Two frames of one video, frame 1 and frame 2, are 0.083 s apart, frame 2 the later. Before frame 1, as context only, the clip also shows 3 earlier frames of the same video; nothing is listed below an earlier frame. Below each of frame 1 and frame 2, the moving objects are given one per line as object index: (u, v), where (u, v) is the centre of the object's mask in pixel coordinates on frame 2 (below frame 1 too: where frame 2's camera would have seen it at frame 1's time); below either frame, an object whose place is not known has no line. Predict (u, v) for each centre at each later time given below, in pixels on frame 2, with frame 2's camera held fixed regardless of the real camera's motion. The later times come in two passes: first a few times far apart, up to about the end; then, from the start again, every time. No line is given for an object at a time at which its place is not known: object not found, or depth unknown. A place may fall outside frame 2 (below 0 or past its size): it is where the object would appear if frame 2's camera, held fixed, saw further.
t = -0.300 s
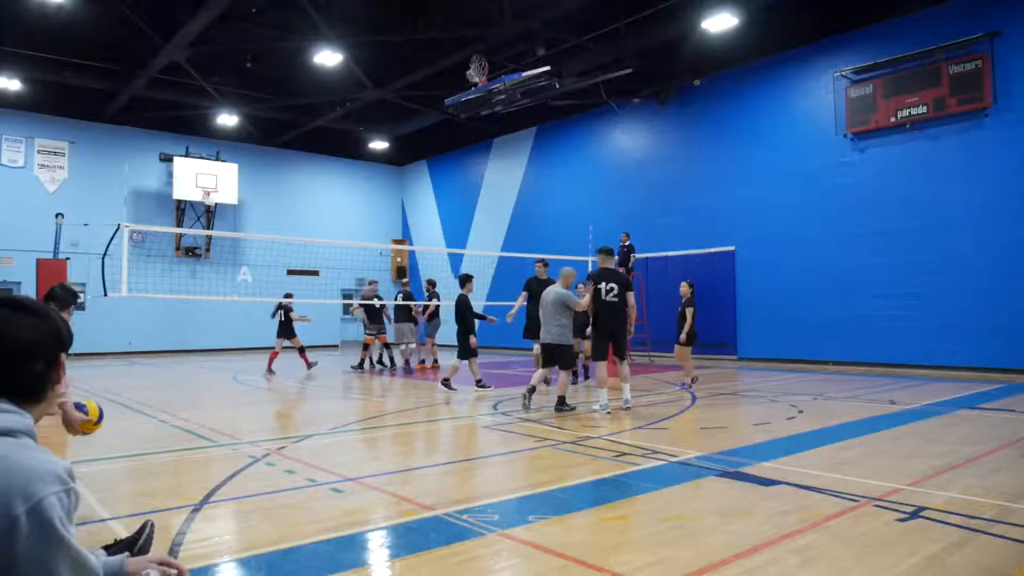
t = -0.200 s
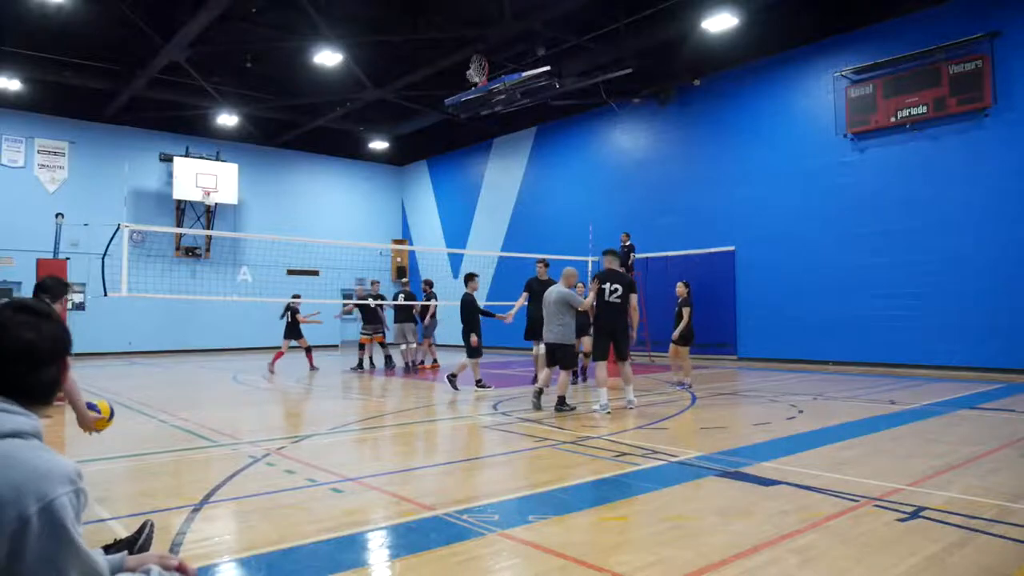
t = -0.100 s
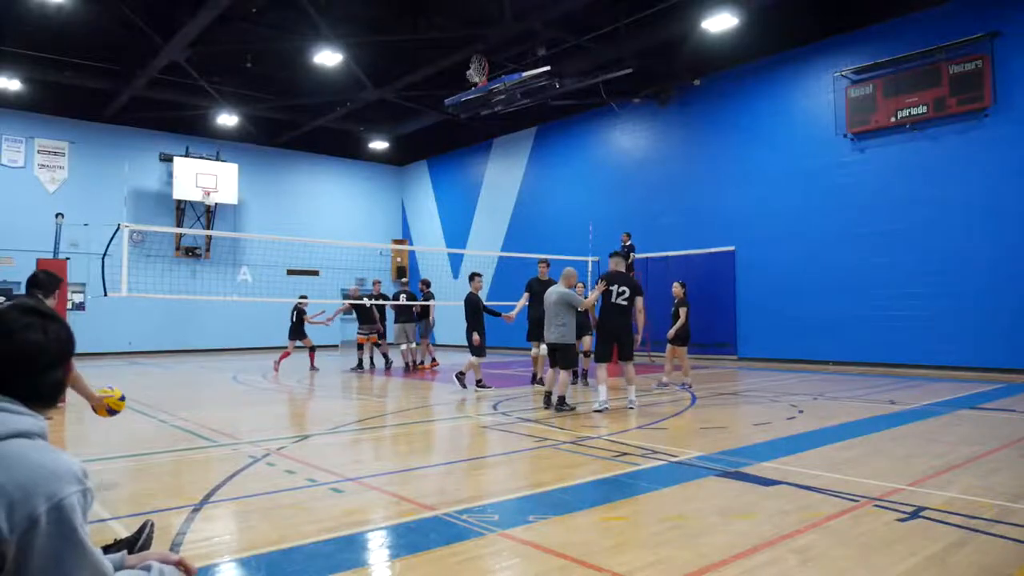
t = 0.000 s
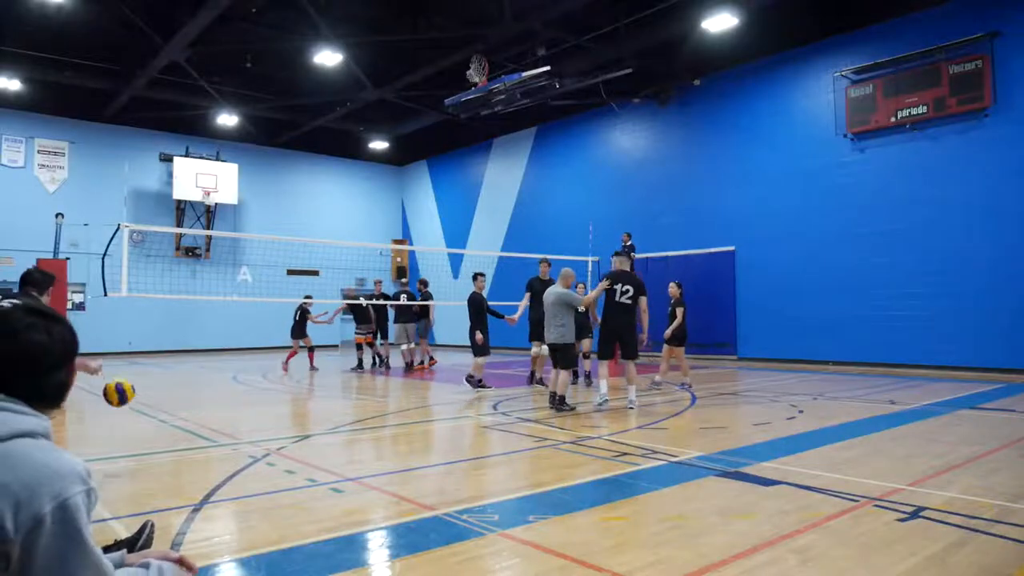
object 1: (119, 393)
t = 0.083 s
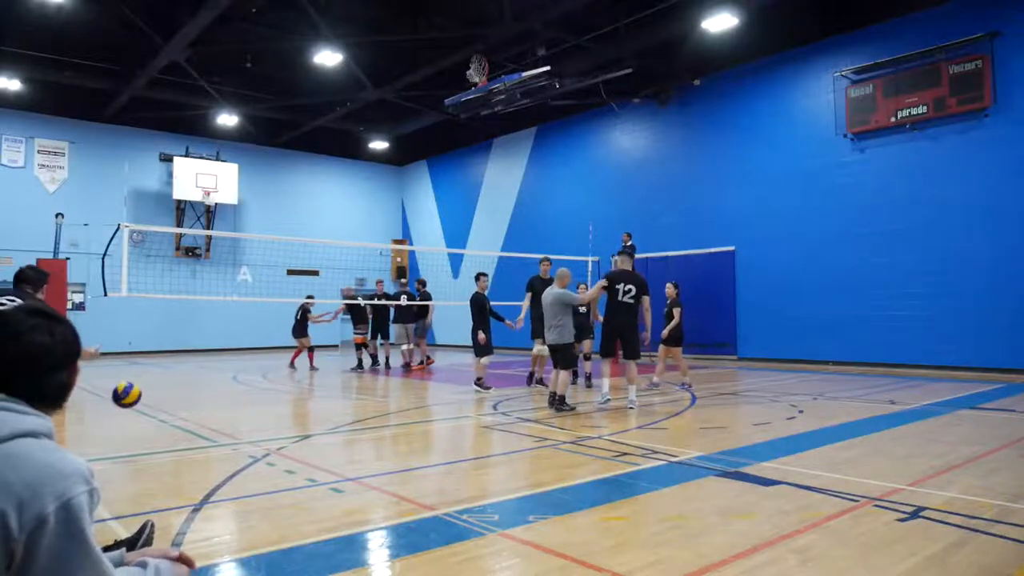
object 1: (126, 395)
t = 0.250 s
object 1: (139, 423)
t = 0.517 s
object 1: (156, 386)
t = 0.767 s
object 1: (168, 401)
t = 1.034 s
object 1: (178, 382)
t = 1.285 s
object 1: (186, 396)
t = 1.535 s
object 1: (192, 379)
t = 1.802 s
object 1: (197, 378)
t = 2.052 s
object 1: (201, 382)
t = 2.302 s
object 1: (205, 378)
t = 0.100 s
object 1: (128, 396)
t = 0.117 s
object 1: (129, 398)
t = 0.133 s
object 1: (131, 400)
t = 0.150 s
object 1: (132, 403)
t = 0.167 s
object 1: (133, 406)
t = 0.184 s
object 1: (135, 408)
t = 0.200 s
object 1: (136, 411)
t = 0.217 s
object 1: (137, 415)
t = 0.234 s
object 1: (138, 418)
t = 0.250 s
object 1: (139, 423)
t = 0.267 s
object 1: (140, 428)
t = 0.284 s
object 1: (141, 432)
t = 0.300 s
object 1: (143, 425)
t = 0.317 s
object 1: (144, 420)
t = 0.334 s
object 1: (145, 417)
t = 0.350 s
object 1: (146, 412)
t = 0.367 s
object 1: (147, 407)
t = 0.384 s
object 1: (148, 404)
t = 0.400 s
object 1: (149, 401)
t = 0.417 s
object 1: (150, 398)
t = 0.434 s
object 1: (151, 395)
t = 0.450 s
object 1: (152, 393)
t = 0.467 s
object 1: (153, 391)
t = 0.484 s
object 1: (154, 389)
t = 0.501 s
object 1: (155, 388)
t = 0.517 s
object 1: (156, 386)
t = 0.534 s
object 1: (157, 385)
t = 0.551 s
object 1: (158, 385)
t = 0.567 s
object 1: (158, 385)
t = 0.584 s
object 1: (158, 385)
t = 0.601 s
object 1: (160, 385)
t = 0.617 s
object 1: (161, 385)
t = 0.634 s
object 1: (162, 386)
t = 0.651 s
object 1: (162, 387)
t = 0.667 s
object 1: (163, 388)
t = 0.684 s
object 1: (164, 390)
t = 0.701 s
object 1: (164, 392)
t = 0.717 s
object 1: (165, 394)
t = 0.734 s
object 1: (165, 395)
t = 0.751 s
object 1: (167, 399)
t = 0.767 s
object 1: (168, 401)
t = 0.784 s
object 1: (169, 403)
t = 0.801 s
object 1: (169, 407)
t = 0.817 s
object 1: (169, 410)
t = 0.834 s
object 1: (170, 406)
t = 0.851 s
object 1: (171, 403)
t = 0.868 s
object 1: (172, 400)
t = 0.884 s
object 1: (172, 397)
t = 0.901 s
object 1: (172, 394)
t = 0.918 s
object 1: (173, 390)
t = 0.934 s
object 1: (174, 390)
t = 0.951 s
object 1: (175, 388)
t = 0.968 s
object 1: (175, 386)
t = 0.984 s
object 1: (176, 385)
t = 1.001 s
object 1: (177, 384)
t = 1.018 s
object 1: (177, 383)
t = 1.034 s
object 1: (178, 382)
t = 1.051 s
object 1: (178, 382)
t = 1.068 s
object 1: (178, 382)
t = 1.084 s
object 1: (179, 382)
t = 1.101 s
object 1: (180, 382)
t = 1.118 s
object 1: (181, 383)
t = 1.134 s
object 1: (181, 383)
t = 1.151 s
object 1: (182, 384)
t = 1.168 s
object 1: (182, 385)
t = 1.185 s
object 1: (183, 388)
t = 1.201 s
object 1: (183, 389)
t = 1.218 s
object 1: (184, 389)
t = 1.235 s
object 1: (184, 392)
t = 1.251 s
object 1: (185, 393)
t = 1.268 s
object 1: (185, 396)
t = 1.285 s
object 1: (186, 396)
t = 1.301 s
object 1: (186, 393)
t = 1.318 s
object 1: (186, 390)
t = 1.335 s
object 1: (187, 388)
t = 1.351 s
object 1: (188, 386)
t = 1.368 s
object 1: (188, 385)
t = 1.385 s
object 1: (188, 385)
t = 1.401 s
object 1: (188, 383)
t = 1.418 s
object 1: (189, 381)
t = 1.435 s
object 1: (189, 381)
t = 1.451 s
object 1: (190, 379)
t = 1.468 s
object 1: (190, 379)
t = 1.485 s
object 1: (191, 379)
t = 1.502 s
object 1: (191, 379)
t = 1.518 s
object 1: (191, 379)
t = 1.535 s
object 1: (192, 379)
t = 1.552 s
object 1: (192, 379)
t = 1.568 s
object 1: (192, 379)
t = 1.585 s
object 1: (193, 381)
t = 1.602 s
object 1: (193, 382)
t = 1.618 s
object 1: (194, 383)
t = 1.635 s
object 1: (194, 384)
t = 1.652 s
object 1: (194, 387)
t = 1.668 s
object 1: (195, 388)
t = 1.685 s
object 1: (195, 389)
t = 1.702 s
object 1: (195, 387)
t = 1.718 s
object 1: (195, 384)
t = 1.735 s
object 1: (196, 382)
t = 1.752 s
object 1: (196, 382)
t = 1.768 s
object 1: (196, 380)
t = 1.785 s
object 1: (197, 379)
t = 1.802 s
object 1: (197, 378)
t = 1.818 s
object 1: (197, 377)
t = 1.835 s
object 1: (198, 376)
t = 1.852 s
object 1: (198, 376)
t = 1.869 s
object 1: (199, 376)
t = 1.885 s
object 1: (199, 376)
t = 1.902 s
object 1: (199, 376)
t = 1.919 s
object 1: (199, 377)
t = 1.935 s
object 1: (199, 377)
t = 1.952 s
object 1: (200, 378)
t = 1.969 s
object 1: (200, 379)
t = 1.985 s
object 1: (200, 381)
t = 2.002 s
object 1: (200, 382)
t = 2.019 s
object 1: (200, 383)
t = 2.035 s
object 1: (201, 384)
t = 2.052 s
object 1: (201, 382)
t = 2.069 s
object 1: (201, 380)
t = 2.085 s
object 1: (201, 378)
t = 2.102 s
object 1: (202, 377)
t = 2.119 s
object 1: (202, 377)
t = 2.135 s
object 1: (203, 376)
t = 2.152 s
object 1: (203, 375)
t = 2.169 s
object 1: (203, 375)
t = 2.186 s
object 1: (203, 375)
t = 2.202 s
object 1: (204, 375)
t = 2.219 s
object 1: (204, 374)
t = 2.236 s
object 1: (204, 375)
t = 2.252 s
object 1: (204, 376)
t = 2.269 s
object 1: (204, 376)
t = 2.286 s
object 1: (204, 377)
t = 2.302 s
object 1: (205, 378)
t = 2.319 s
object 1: (205, 378)
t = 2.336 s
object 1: (205, 379)
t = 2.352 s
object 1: (205, 378)
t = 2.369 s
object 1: (205, 377)
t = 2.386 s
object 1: (206, 376)
